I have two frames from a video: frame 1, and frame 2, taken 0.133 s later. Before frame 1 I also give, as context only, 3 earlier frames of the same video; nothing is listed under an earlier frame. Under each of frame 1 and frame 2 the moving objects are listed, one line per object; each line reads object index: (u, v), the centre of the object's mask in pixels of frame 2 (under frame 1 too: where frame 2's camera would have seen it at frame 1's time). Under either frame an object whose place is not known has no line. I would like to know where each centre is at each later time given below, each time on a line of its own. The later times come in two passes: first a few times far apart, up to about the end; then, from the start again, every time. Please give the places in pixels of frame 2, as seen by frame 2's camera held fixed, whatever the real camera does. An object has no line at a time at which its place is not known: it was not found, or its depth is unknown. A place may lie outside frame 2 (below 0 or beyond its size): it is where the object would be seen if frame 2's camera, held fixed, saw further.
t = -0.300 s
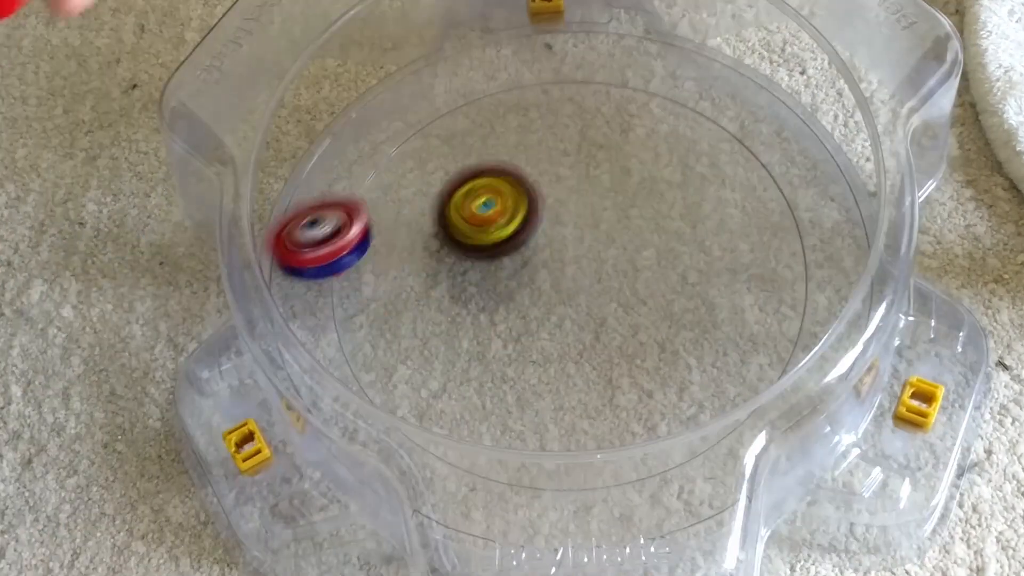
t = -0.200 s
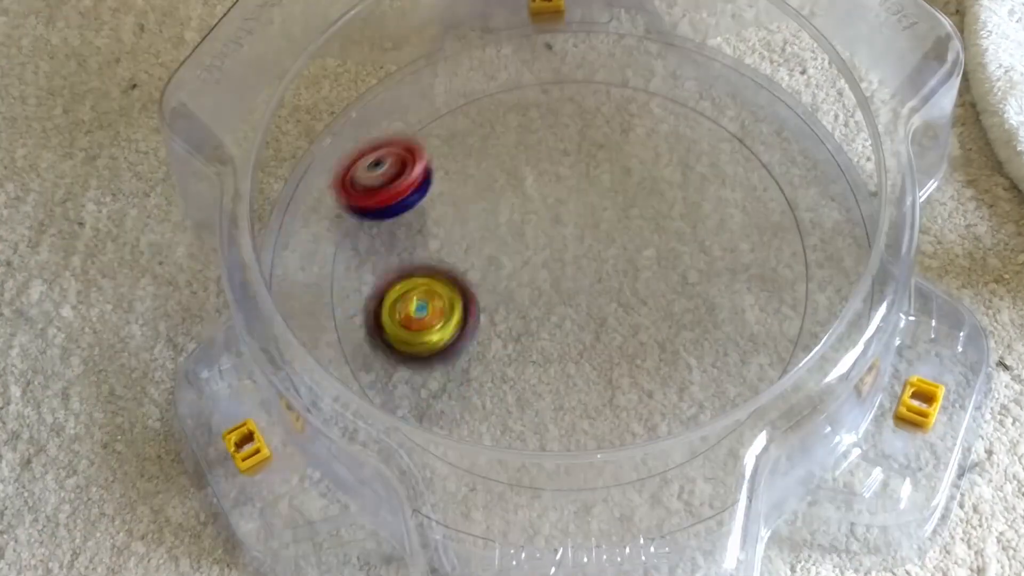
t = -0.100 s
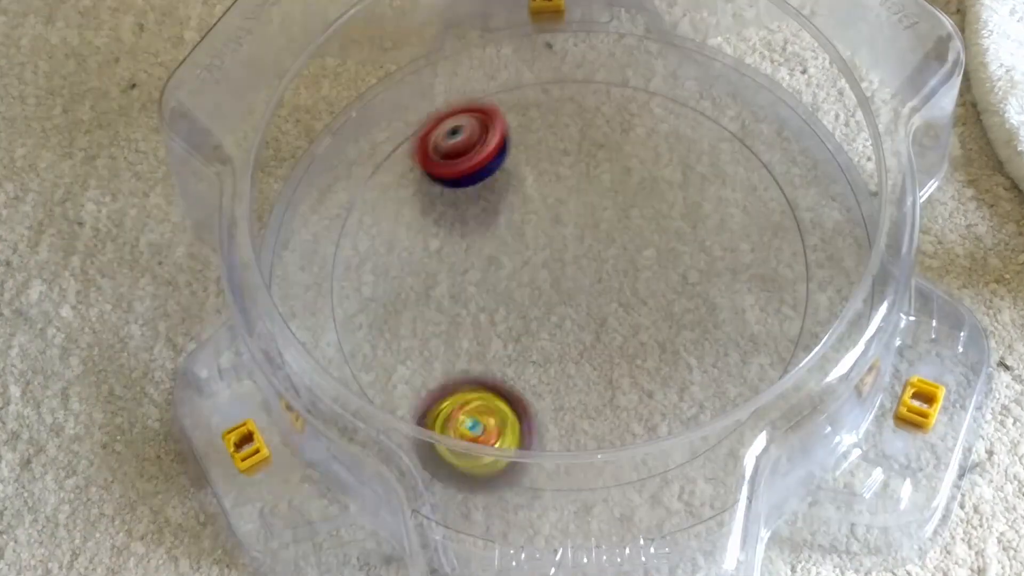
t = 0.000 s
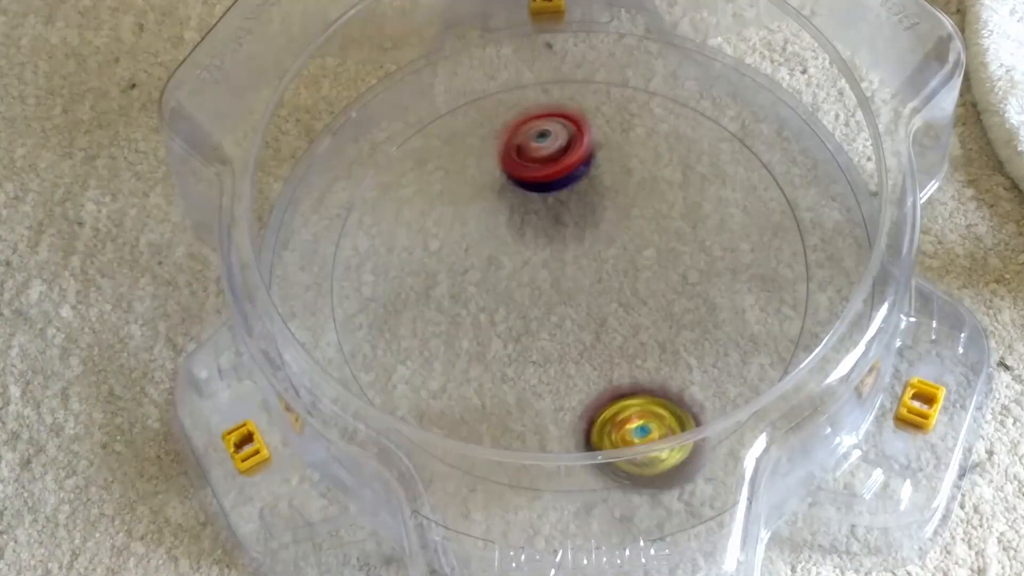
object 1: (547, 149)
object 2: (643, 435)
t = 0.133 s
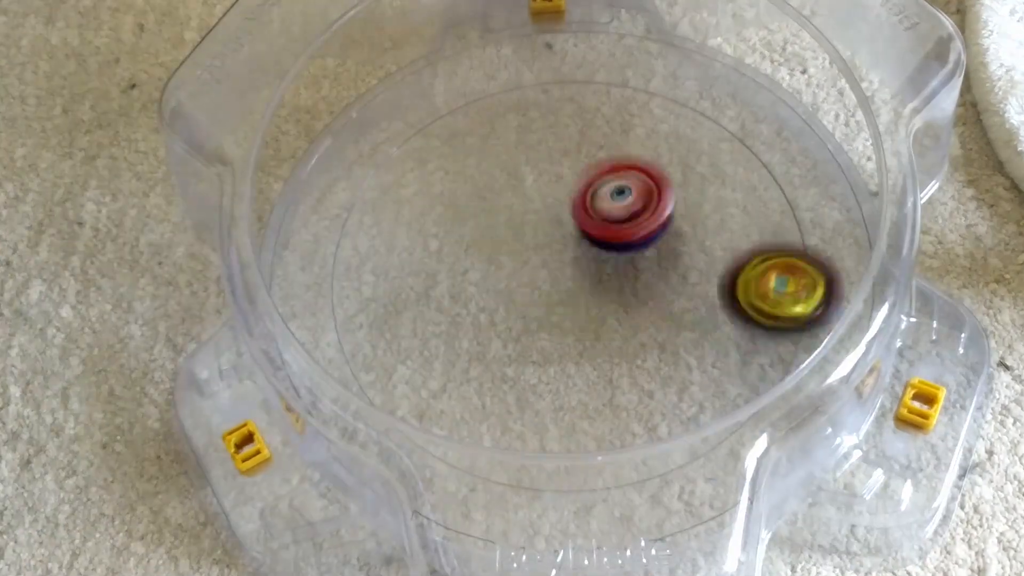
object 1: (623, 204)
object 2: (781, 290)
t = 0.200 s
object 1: (622, 243)
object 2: (763, 199)
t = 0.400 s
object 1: (568, 370)
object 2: (512, 87)
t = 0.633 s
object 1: (671, 385)
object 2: (361, 339)
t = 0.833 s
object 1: (588, 274)
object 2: (683, 409)
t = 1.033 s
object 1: (429, 253)
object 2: (730, 134)
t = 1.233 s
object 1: (372, 341)
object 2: (427, 109)
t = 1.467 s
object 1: (551, 314)
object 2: (450, 399)
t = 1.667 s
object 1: (596, 164)
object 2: (756, 305)
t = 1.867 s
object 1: (498, 76)
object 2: (662, 75)
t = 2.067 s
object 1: (344, 222)
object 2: (467, 120)
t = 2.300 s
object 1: (503, 425)
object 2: (566, 338)
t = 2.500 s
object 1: (684, 414)
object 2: (796, 195)
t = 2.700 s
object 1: (711, 264)
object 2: (662, 96)
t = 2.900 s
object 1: (563, 264)
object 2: (471, 43)
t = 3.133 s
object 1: (469, 382)
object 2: (399, 213)
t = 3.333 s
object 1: (514, 443)
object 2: (552, 322)
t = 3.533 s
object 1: (567, 386)
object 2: (697, 217)
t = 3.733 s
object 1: (549, 277)
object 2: (688, 107)
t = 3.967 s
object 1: (418, 175)
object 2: (608, 128)
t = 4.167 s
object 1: (299, 196)
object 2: (694, 172)
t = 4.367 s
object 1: (380, 193)
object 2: (736, 222)
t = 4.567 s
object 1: (535, 213)
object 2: (719, 288)
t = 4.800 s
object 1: (709, 233)
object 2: (651, 360)
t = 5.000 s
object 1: (772, 261)
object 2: (573, 388)
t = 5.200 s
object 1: (673, 312)
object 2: (499, 372)
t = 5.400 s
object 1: (564, 374)
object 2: (447, 327)
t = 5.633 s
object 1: (467, 373)
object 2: (428, 253)
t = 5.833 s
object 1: (444, 313)
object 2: (447, 197)
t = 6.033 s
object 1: (445, 311)
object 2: (521, 115)
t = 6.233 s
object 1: (502, 321)
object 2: (583, 74)
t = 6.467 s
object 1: (597, 265)
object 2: (662, 114)
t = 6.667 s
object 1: (523, 266)
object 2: (770, 147)
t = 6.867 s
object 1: (429, 276)
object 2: (822, 215)
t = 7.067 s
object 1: (446, 267)
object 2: (765, 294)
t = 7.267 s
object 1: (526, 241)
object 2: (646, 311)
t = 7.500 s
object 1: (573, 183)
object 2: (549, 274)
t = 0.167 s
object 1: (627, 224)
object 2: (778, 244)
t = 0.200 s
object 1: (622, 243)
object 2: (763, 199)
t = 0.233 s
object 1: (609, 262)
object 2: (737, 159)
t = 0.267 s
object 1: (593, 283)
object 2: (701, 127)
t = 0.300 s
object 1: (579, 305)
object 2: (661, 105)
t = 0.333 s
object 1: (571, 328)
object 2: (613, 90)
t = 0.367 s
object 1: (567, 349)
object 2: (562, 84)
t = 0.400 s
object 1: (568, 370)
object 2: (512, 87)
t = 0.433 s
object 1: (574, 389)
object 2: (464, 97)
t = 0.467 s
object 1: (585, 404)
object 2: (422, 116)
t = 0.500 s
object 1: (604, 408)
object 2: (381, 140)
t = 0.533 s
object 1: (625, 409)
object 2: (356, 185)
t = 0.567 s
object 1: (643, 406)
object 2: (338, 232)
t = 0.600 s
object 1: (660, 397)
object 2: (340, 287)
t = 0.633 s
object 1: (671, 385)
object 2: (361, 339)
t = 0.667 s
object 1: (676, 365)
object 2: (401, 380)
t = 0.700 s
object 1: (668, 344)
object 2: (444, 420)
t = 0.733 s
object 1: (656, 322)
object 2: (505, 447)
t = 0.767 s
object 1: (636, 304)
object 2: (566, 451)
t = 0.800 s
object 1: (615, 288)
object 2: (628, 436)
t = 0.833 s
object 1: (588, 274)
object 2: (683, 409)
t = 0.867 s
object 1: (563, 263)
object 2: (723, 368)
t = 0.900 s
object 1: (535, 255)
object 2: (756, 326)
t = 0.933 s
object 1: (507, 251)
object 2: (769, 275)
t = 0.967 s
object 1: (479, 248)
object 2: (769, 225)
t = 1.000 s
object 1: (452, 249)
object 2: (756, 178)
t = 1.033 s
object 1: (429, 253)
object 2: (730, 134)
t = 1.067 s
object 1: (405, 261)
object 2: (695, 96)
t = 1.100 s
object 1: (387, 271)
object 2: (653, 68)
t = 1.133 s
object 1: (372, 286)
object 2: (592, 64)
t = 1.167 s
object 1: (363, 305)
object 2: (536, 64)
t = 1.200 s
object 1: (363, 322)
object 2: (478, 81)
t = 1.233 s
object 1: (372, 341)
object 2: (427, 109)
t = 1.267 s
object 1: (393, 355)
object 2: (383, 145)
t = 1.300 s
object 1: (416, 365)
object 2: (356, 194)
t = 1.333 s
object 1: (447, 366)
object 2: (342, 243)
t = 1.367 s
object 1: (476, 361)
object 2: (343, 292)
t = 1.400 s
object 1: (506, 350)
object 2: (363, 336)
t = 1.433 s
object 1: (529, 336)
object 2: (400, 372)
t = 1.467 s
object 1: (551, 314)
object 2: (450, 399)
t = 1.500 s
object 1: (571, 293)
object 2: (504, 423)
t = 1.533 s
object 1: (583, 267)
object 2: (565, 416)
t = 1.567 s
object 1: (594, 242)
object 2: (626, 406)
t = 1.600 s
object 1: (599, 216)
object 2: (682, 382)
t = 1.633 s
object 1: (599, 188)
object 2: (725, 348)
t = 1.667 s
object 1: (596, 164)
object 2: (756, 305)
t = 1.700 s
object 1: (586, 140)
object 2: (773, 259)
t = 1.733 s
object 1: (575, 119)
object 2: (778, 211)
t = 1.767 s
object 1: (560, 103)
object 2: (770, 165)
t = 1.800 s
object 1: (540, 90)
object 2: (749, 126)
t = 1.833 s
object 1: (520, 80)
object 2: (707, 98)
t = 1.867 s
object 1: (498, 76)
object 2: (662, 75)
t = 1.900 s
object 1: (479, 89)
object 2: (611, 66)
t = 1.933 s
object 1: (461, 101)
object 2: (562, 63)
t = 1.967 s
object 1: (415, 121)
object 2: (536, 69)
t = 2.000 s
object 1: (380, 145)
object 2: (511, 79)
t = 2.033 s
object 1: (359, 186)
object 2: (488, 96)
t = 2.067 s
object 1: (344, 222)
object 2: (467, 120)
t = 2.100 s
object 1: (338, 262)
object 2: (450, 152)
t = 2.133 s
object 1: (345, 300)
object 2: (444, 186)
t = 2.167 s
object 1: (362, 336)
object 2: (448, 226)
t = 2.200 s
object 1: (385, 368)
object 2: (463, 261)
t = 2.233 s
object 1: (420, 395)
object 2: (489, 294)
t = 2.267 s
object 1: (459, 414)
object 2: (523, 320)
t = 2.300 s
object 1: (503, 425)
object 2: (566, 338)
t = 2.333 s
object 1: (554, 417)
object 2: (611, 344)
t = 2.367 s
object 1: (585, 440)
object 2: (670, 327)
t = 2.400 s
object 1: (609, 450)
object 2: (728, 296)
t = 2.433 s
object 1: (635, 445)
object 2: (769, 262)
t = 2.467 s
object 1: (662, 432)
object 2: (798, 225)
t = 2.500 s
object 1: (684, 414)
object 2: (796, 195)
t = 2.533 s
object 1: (697, 388)
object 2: (779, 172)
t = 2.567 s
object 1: (714, 371)
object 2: (759, 150)
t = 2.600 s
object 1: (724, 350)
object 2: (737, 130)
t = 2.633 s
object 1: (727, 322)
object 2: (720, 112)
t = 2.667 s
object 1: (723, 293)
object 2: (691, 102)
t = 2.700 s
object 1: (711, 264)
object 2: (662, 96)
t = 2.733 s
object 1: (692, 236)
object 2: (637, 96)
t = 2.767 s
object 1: (667, 211)
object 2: (611, 103)
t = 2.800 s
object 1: (639, 206)
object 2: (584, 98)
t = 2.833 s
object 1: (615, 228)
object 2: (546, 60)
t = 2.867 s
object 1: (589, 246)
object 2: (504, 47)
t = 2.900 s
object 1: (563, 264)
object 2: (471, 43)
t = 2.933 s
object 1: (540, 281)
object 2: (447, 61)
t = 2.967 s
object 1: (520, 299)
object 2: (427, 78)
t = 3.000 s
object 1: (502, 316)
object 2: (413, 98)
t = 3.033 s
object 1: (488, 335)
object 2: (403, 121)
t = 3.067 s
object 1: (477, 354)
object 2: (396, 148)
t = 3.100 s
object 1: (471, 370)
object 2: (394, 178)
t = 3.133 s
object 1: (469, 382)
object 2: (399, 213)
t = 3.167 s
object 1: (473, 393)
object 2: (410, 246)
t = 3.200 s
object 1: (477, 401)
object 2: (427, 273)
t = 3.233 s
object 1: (483, 419)
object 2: (447, 294)
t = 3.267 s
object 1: (495, 424)
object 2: (475, 312)
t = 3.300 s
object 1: (505, 425)
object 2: (509, 328)
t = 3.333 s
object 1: (514, 443)
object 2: (552, 322)
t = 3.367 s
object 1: (526, 440)
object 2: (595, 304)
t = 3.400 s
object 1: (541, 429)
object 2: (631, 287)
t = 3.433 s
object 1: (553, 411)
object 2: (658, 270)
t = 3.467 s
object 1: (561, 408)
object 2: (678, 251)
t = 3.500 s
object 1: (565, 397)
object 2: (690, 234)
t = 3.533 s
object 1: (567, 386)
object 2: (697, 217)
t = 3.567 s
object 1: (565, 369)
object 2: (702, 196)
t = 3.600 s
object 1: (566, 354)
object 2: (707, 172)
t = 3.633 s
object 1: (562, 335)
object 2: (707, 152)
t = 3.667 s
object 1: (560, 318)
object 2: (703, 134)
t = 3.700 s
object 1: (553, 298)
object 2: (696, 118)
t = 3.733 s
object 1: (549, 277)
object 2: (688, 107)
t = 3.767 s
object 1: (539, 258)
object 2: (674, 98)
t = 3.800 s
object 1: (531, 237)
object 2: (657, 92)
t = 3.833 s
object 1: (520, 220)
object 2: (639, 94)
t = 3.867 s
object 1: (509, 200)
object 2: (617, 100)
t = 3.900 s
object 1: (499, 186)
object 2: (596, 110)
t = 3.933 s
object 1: (474, 173)
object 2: (583, 124)
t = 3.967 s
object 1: (418, 175)
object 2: (608, 128)
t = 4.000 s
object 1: (365, 180)
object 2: (629, 137)
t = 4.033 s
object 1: (326, 184)
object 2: (644, 144)
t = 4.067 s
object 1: (293, 195)
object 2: (657, 151)
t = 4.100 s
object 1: (278, 200)
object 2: (671, 158)
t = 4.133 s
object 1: (292, 197)
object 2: (682, 164)
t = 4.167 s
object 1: (299, 196)
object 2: (694, 172)
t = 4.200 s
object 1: (305, 196)
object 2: (704, 179)
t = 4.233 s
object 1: (313, 194)
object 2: (714, 186)
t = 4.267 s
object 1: (326, 189)
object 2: (721, 196)
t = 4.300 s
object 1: (342, 184)
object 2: (727, 203)
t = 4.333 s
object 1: (360, 186)
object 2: (733, 212)
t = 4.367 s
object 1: (380, 193)
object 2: (736, 222)
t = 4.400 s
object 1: (402, 197)
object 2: (737, 232)
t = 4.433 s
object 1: (428, 201)
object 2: (738, 243)
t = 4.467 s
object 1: (458, 203)
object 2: (735, 255)
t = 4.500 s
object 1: (485, 208)
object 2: (730, 265)
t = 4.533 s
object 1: (512, 211)
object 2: (725, 276)
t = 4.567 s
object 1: (535, 213)
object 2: (719, 288)
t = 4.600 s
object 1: (562, 214)
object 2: (711, 299)
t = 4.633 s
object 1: (587, 217)
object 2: (703, 310)
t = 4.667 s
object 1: (611, 220)
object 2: (695, 321)
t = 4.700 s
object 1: (635, 223)
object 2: (684, 333)
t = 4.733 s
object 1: (660, 224)
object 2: (673, 342)
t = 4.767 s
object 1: (685, 229)
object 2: (662, 351)
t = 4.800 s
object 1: (709, 233)
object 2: (651, 360)
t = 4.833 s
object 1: (730, 237)
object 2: (638, 367)
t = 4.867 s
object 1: (752, 241)
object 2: (626, 373)
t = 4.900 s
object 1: (774, 244)
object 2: (614, 379)
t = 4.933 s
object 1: (790, 250)
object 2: (602, 384)
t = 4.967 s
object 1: (786, 256)
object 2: (587, 387)
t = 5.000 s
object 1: (772, 261)
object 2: (573, 388)
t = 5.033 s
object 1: (756, 267)
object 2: (560, 388)
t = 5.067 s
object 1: (741, 273)
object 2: (548, 387)
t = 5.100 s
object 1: (725, 281)
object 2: (536, 385)
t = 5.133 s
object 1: (709, 291)
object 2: (523, 382)
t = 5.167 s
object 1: (690, 302)
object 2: (510, 378)
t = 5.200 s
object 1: (673, 312)
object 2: (499, 372)
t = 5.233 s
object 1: (654, 324)
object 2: (488, 365)
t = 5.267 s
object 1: (636, 337)
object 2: (479, 358)
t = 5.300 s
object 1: (618, 348)
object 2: (470, 352)
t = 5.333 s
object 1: (600, 357)
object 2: (461, 344)
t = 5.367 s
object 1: (581, 366)
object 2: (454, 336)
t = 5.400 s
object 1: (564, 374)
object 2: (447, 327)
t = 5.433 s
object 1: (547, 377)
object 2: (441, 318)
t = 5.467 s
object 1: (530, 381)
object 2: (435, 308)
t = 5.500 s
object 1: (514, 383)
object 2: (432, 296)
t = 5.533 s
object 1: (498, 383)
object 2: (430, 286)
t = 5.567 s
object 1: (487, 381)
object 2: (428, 275)
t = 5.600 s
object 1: (476, 378)
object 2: (428, 264)
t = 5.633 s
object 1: (467, 373)
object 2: (428, 253)
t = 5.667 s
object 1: (458, 367)
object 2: (430, 242)
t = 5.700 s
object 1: (452, 358)
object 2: (432, 232)
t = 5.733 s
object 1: (447, 349)
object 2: (435, 223)
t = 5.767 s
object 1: (444, 339)
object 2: (438, 214)
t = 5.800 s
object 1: (443, 326)
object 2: (442, 206)
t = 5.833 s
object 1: (444, 313)
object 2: (447, 197)
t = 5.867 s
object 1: (445, 298)
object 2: (453, 191)
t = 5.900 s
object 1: (450, 282)
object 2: (460, 184)
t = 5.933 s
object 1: (443, 288)
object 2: (476, 164)
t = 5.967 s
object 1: (442, 298)
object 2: (494, 144)
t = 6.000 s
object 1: (444, 306)
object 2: (510, 128)
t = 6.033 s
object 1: (445, 311)
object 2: (521, 115)
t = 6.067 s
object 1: (451, 318)
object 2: (531, 104)
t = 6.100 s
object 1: (458, 321)
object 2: (540, 94)
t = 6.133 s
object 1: (468, 323)
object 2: (550, 87)
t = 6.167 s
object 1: (476, 323)
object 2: (560, 80)
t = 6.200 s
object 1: (489, 323)
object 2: (570, 76)
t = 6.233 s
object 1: (502, 321)
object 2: (583, 74)
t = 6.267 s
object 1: (517, 317)
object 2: (593, 76)
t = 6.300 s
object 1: (531, 311)
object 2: (605, 79)
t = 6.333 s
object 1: (548, 303)
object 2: (617, 82)
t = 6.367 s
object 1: (562, 295)
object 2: (629, 88)
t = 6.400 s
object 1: (574, 284)
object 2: (641, 95)
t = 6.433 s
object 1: (587, 274)
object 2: (652, 104)
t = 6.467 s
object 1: (597, 265)
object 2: (662, 114)
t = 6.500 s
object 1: (610, 255)
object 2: (671, 126)
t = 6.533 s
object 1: (620, 244)
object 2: (678, 140)
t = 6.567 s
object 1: (625, 233)
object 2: (688, 153)
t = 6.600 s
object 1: (591, 244)
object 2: (723, 147)
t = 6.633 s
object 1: (551, 258)
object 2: (752, 145)
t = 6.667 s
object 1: (523, 266)
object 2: (770, 147)
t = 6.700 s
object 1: (495, 272)
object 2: (787, 157)
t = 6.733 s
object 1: (478, 278)
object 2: (796, 166)
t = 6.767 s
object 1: (459, 276)
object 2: (809, 176)
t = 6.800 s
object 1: (449, 278)
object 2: (815, 187)
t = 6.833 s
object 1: (435, 276)
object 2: (822, 199)
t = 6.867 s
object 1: (429, 276)
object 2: (822, 215)
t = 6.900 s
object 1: (424, 271)
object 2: (821, 229)
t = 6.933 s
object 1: (427, 269)
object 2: (818, 244)
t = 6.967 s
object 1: (427, 266)
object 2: (807, 258)
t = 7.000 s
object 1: (433, 269)
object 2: (800, 271)
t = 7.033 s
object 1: (437, 267)
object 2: (782, 285)
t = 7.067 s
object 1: (446, 267)
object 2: (765, 294)
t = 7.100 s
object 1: (454, 267)
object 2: (745, 303)
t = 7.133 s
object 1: (465, 259)
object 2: (726, 308)
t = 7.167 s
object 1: (479, 259)
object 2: (708, 312)
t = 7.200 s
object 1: (493, 253)
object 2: (685, 314)
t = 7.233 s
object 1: (511, 246)
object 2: (666, 314)
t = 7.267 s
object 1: (526, 241)
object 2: (646, 311)
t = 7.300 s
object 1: (538, 231)
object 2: (628, 306)
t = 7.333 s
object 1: (548, 221)
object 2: (618, 305)
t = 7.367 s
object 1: (552, 208)
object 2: (602, 299)
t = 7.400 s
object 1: (556, 200)
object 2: (589, 292)
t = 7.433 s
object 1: (561, 197)
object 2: (578, 285)
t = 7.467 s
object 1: (566, 189)
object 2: (562, 280)
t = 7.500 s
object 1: (573, 183)
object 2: (549, 274)
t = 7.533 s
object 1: (580, 181)
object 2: (538, 267)
